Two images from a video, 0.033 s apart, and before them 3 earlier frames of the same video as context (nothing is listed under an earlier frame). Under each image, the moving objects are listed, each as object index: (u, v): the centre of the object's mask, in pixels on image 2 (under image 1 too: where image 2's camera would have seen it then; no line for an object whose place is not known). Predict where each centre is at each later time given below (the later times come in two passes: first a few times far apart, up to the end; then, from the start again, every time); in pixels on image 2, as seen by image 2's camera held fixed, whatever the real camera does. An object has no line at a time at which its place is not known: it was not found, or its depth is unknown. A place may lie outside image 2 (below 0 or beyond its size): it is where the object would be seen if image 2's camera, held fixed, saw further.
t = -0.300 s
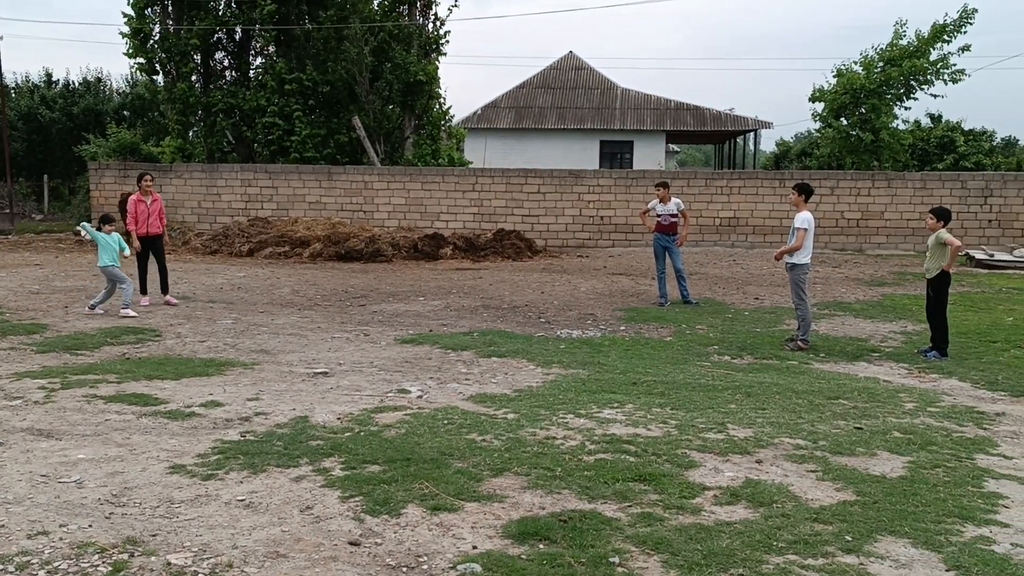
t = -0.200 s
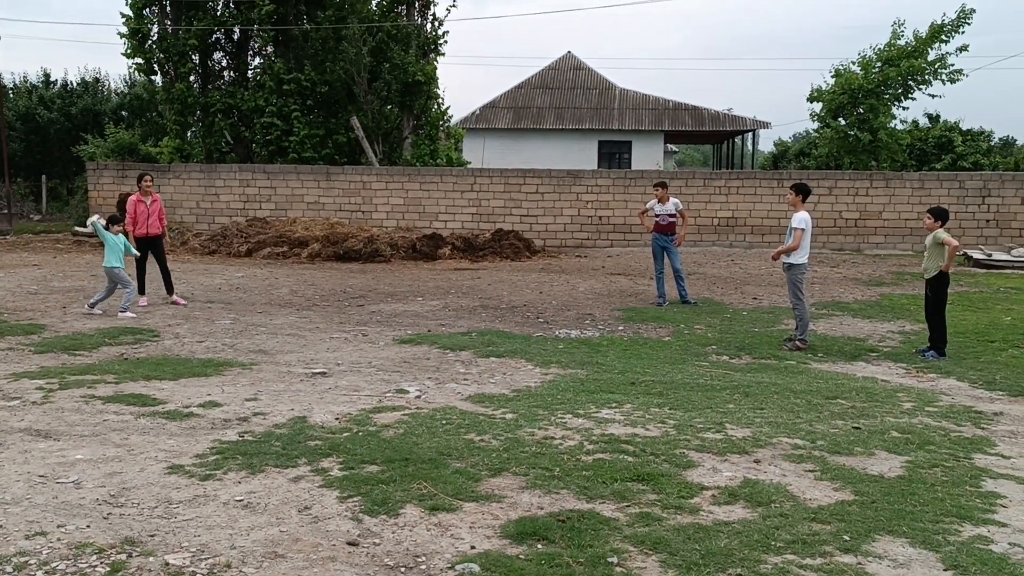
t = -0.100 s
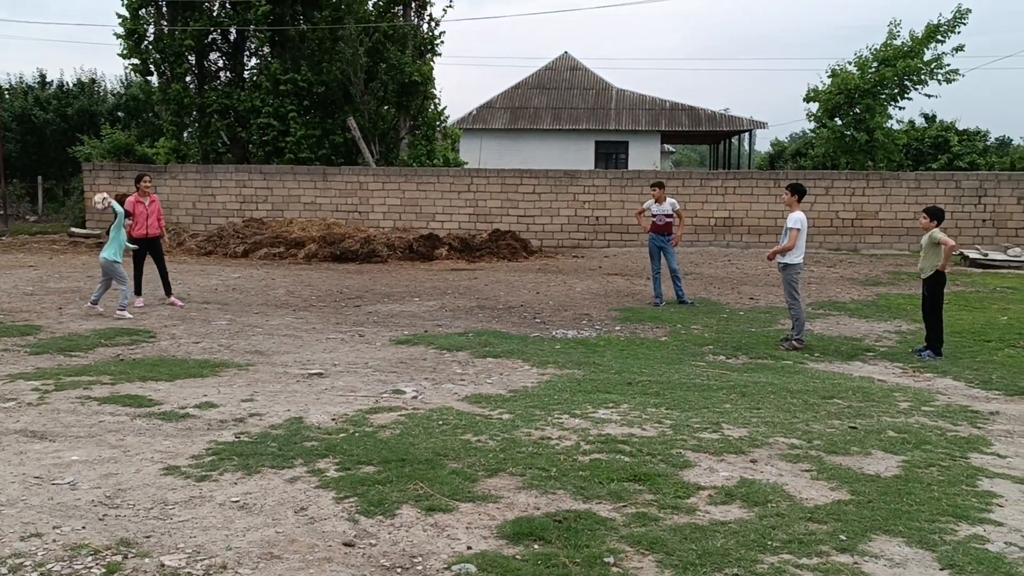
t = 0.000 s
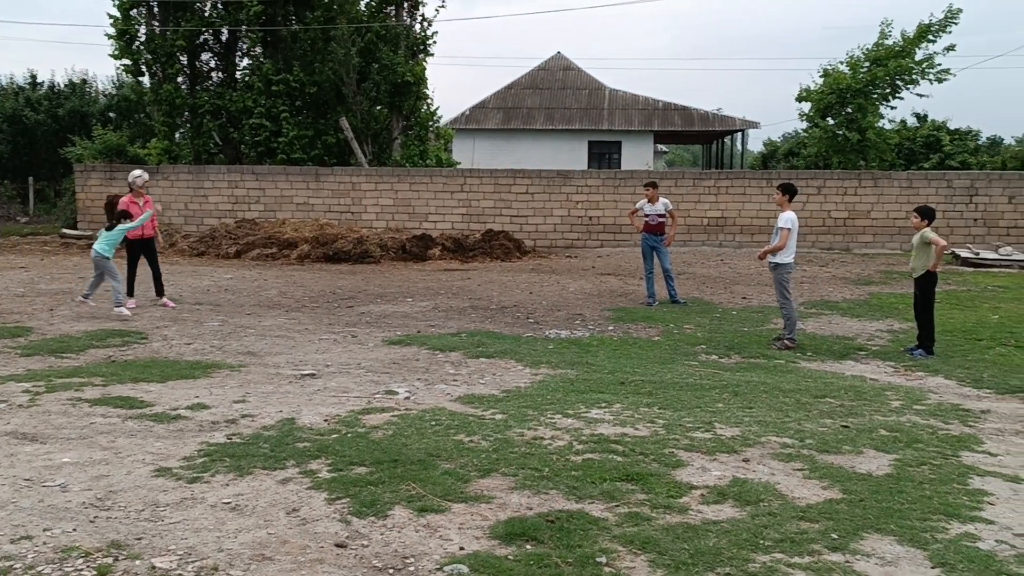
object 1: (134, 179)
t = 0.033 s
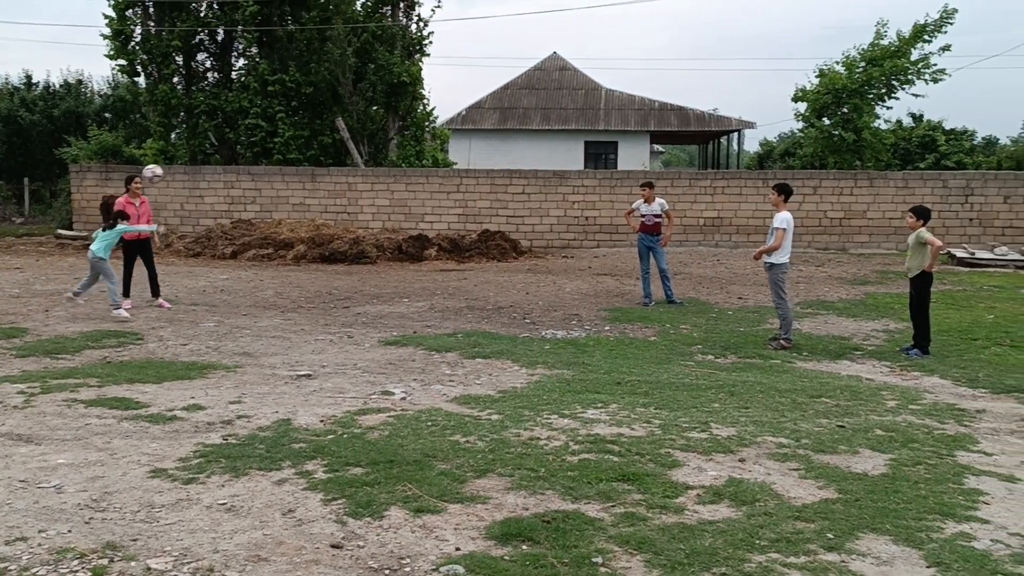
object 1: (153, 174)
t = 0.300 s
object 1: (307, 168)
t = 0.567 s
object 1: (472, 232)
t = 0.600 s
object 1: (493, 246)
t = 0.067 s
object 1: (172, 169)
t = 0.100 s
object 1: (190, 165)
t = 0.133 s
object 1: (209, 163)
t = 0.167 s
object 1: (229, 162)
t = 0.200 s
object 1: (249, 162)
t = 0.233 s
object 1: (268, 163)
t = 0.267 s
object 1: (287, 165)
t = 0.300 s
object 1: (307, 168)
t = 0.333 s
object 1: (328, 171)
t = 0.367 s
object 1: (349, 177)
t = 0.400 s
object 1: (369, 184)
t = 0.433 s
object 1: (389, 191)
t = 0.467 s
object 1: (409, 200)
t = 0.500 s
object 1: (429, 209)
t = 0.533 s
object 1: (450, 220)
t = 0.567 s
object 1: (472, 232)
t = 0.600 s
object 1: (493, 246)
